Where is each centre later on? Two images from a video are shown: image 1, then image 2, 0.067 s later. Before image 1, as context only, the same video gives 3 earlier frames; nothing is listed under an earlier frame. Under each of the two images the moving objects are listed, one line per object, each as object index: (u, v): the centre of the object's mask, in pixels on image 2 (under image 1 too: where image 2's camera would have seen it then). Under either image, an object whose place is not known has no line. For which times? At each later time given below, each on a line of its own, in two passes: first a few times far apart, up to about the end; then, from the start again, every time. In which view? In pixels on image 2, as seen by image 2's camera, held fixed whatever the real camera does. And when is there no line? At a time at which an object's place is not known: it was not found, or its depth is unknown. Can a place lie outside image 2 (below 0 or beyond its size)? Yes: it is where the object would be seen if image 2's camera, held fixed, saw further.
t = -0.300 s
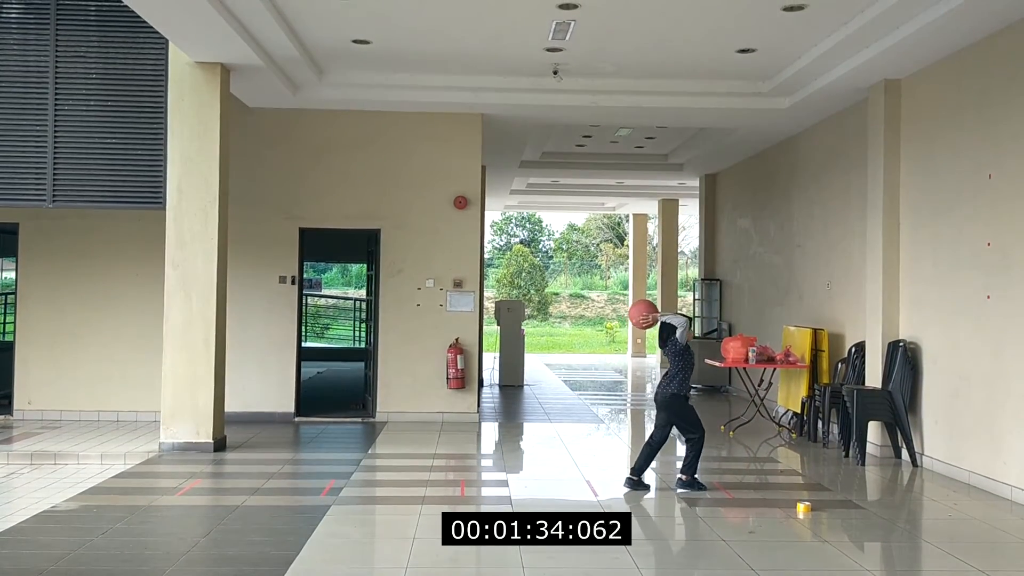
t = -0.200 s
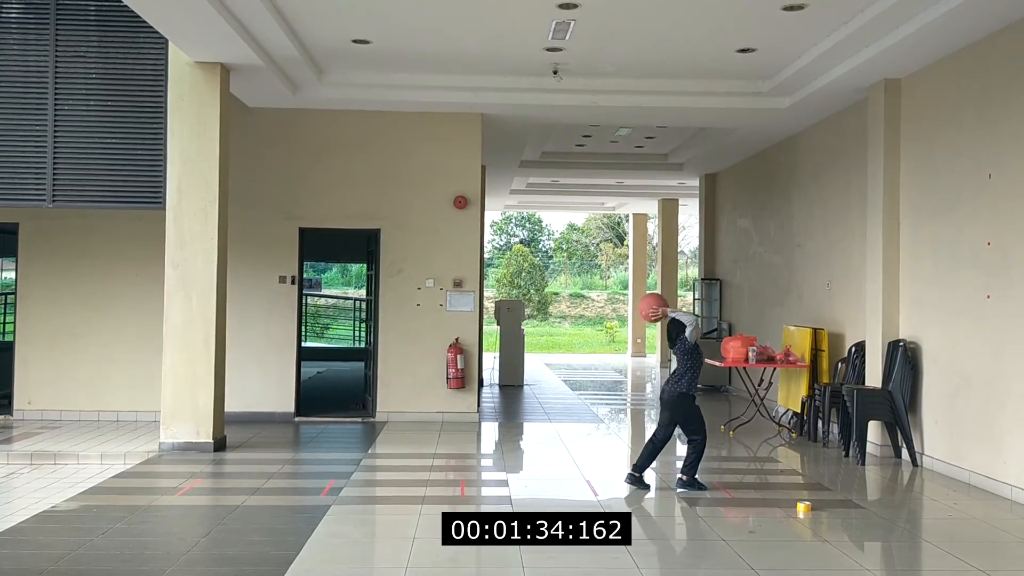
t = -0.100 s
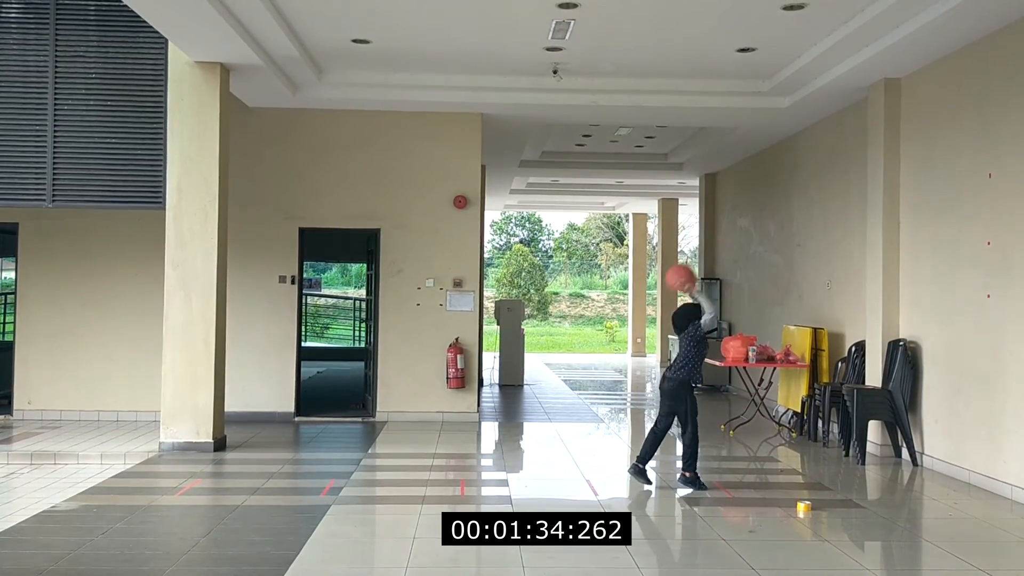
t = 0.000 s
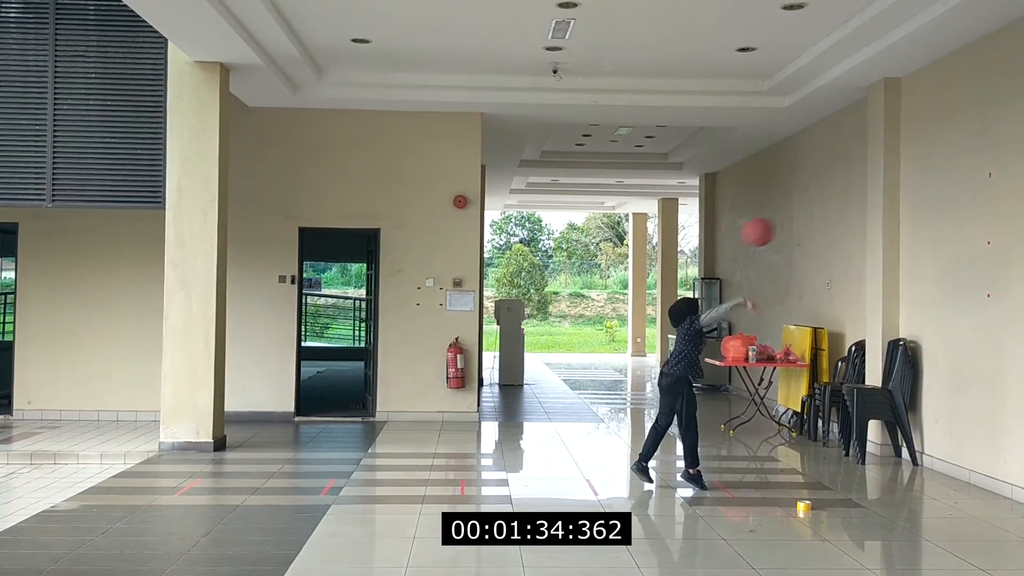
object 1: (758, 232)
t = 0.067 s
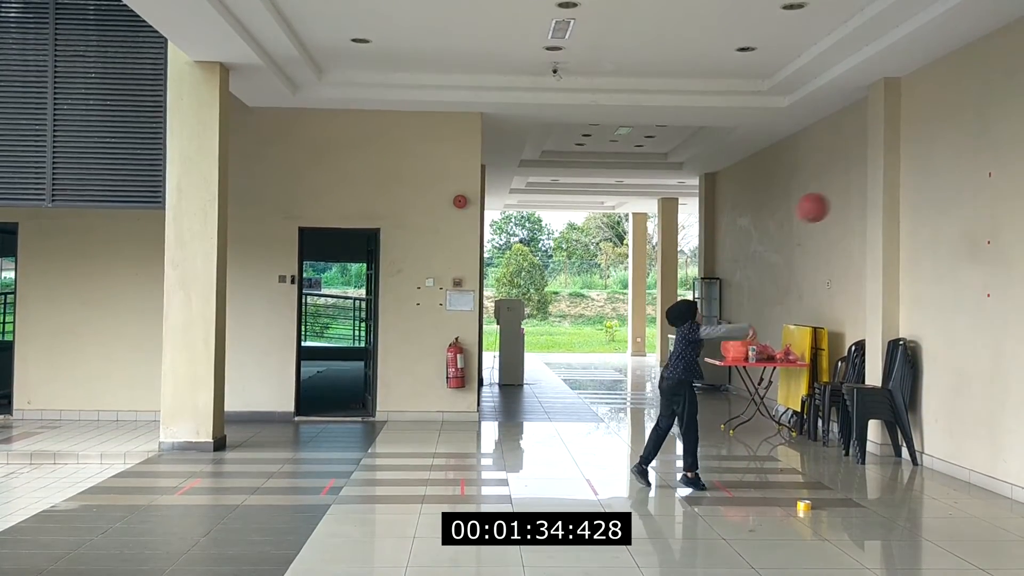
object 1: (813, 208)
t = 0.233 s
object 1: (945, 176)
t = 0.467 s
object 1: (861, 200)
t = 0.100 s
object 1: (839, 198)
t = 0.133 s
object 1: (866, 190)
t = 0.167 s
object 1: (892, 184)
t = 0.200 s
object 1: (919, 179)
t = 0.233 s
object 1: (945, 176)
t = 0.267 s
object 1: (970, 174)
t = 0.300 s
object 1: (973, 174)
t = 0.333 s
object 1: (950, 176)
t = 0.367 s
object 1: (928, 180)
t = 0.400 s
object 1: (906, 185)
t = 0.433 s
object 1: (883, 192)
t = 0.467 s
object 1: (861, 200)
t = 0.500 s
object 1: (838, 210)
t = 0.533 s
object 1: (815, 221)
